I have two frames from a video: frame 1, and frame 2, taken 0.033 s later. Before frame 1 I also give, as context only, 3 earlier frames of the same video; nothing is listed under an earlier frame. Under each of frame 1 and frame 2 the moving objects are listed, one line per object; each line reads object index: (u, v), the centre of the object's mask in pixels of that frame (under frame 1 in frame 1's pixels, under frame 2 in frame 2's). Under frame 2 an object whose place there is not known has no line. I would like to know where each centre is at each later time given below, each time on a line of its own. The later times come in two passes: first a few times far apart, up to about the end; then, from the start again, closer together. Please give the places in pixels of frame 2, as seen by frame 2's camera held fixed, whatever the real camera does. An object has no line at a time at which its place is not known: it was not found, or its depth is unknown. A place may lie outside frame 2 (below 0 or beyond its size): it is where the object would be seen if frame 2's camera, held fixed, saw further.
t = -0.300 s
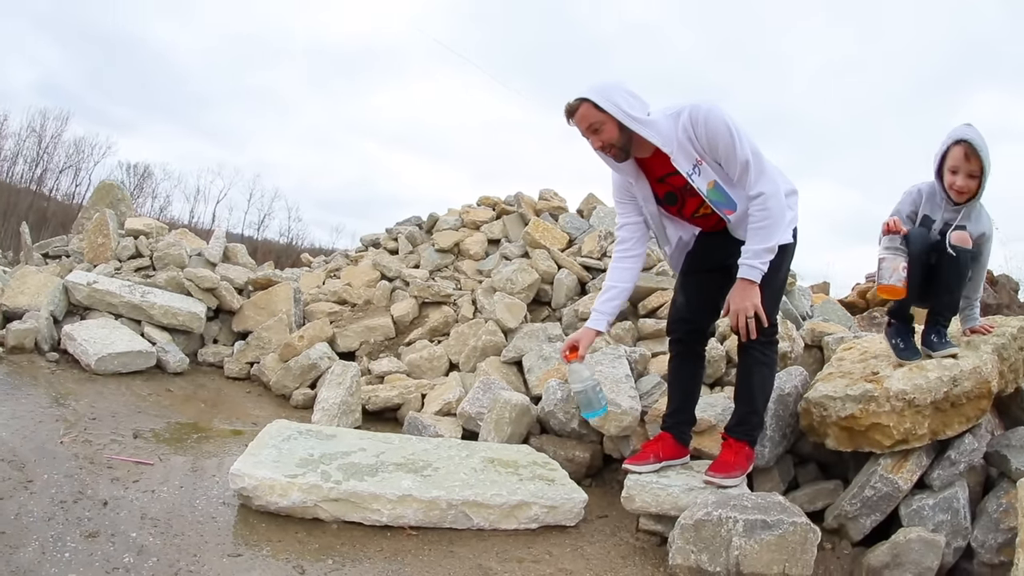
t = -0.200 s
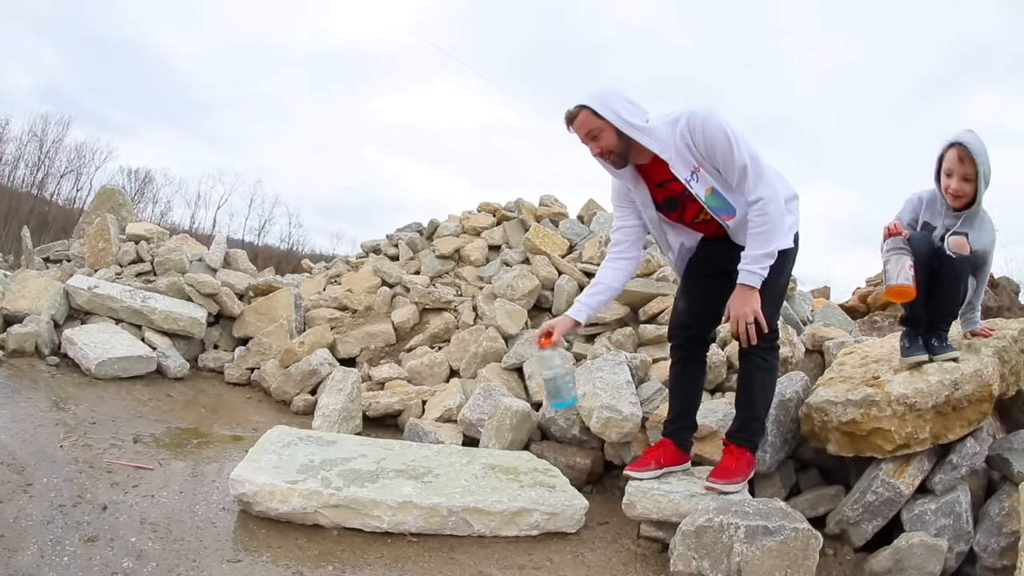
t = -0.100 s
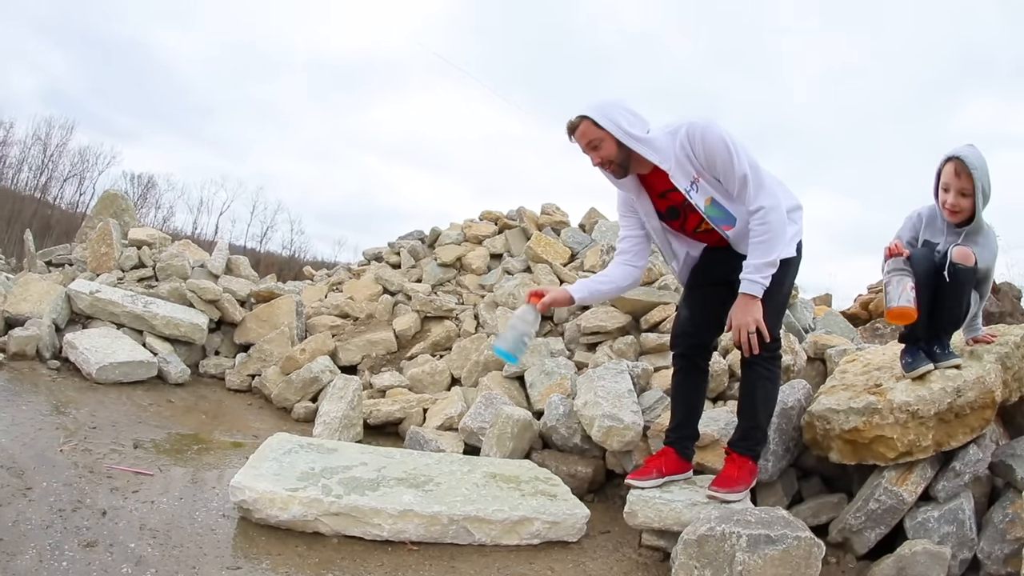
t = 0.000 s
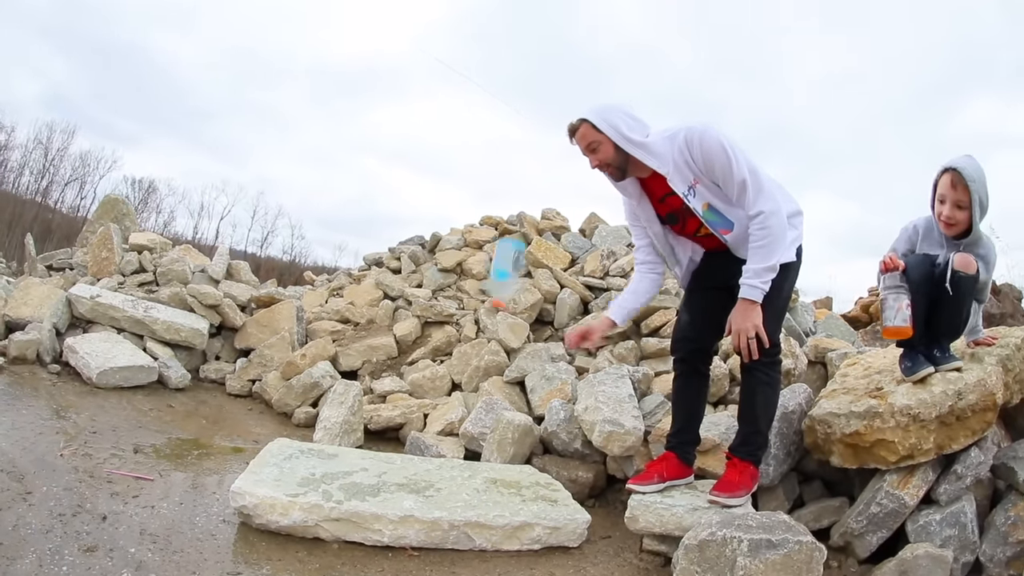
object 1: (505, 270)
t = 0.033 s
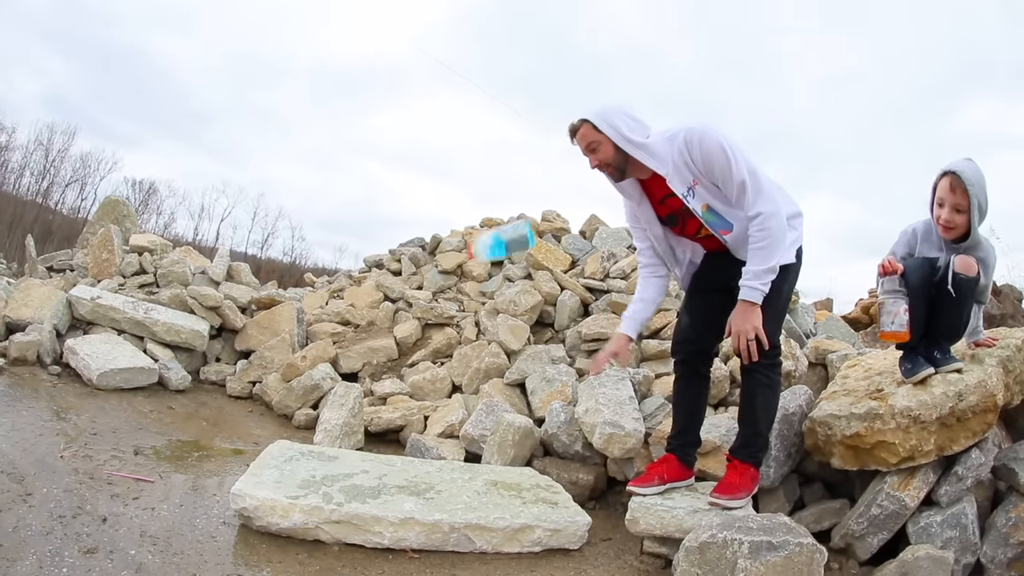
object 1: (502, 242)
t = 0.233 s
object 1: (514, 179)
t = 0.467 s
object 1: (499, 252)
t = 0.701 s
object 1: (469, 450)
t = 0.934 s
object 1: (496, 472)
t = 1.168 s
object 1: (502, 475)
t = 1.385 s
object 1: (502, 475)
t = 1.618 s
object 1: (498, 476)
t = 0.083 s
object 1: (508, 211)
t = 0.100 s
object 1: (509, 204)
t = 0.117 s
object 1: (511, 198)
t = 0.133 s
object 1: (512, 193)
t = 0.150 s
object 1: (513, 188)
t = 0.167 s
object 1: (514, 185)
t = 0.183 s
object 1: (514, 183)
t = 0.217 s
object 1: (514, 179)
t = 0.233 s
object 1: (514, 179)
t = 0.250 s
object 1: (514, 179)
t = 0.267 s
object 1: (514, 180)
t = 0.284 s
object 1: (514, 183)
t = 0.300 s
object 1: (513, 185)
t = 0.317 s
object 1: (511, 188)
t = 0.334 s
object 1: (510, 192)
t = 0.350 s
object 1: (509, 197)
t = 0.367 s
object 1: (508, 203)
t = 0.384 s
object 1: (507, 210)
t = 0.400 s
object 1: (505, 216)
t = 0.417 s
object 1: (504, 224)
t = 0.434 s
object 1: (502, 233)
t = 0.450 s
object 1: (501, 242)
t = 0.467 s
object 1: (499, 252)
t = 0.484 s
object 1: (497, 262)
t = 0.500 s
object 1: (494, 275)
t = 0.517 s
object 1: (492, 287)
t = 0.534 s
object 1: (489, 301)
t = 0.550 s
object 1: (487, 315)
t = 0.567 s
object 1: (483, 331)
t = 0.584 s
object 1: (482, 348)
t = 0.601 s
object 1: (479, 365)
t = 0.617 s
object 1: (476, 384)
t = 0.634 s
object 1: (473, 402)
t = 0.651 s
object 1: (470, 423)
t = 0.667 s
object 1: (467, 445)
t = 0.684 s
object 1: (467, 452)
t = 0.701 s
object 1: (469, 450)
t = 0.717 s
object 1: (472, 449)
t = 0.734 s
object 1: (475, 450)
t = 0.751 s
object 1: (478, 451)
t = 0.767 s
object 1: (480, 453)
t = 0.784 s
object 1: (481, 455)
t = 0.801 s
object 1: (483, 458)
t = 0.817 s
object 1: (484, 462)
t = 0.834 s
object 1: (485, 466)
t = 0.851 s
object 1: (487, 471)
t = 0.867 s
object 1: (490, 472)
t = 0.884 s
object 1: (493, 472)
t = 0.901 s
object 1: (494, 471)
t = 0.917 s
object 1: (495, 472)
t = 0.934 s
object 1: (496, 472)
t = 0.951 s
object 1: (498, 473)
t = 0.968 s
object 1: (499, 474)
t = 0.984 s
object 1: (500, 475)
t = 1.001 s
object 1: (501, 475)
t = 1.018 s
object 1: (501, 475)
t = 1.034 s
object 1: (501, 475)
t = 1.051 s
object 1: (501, 475)
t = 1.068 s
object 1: (502, 475)
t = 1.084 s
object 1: (502, 475)
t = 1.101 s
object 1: (502, 475)
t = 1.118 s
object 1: (502, 475)
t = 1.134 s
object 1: (502, 475)
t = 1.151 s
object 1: (502, 475)
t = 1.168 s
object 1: (502, 475)
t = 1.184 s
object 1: (503, 475)
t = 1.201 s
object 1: (503, 474)
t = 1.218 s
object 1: (503, 474)
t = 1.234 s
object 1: (504, 474)
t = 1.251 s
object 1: (504, 474)
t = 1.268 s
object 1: (504, 474)
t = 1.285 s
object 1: (503, 474)
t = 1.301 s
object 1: (503, 474)
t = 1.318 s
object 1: (503, 474)
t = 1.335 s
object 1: (503, 475)
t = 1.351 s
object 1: (502, 475)
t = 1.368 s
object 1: (502, 475)
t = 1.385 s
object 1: (502, 475)
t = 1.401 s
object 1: (502, 475)
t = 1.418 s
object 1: (501, 475)
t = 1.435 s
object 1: (501, 475)
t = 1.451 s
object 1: (501, 475)
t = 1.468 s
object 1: (501, 475)
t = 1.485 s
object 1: (501, 475)
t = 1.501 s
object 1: (500, 475)
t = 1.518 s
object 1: (500, 475)
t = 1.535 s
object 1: (500, 475)
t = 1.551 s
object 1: (500, 475)
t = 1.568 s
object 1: (499, 475)
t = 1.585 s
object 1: (499, 475)
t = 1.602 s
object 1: (498, 475)
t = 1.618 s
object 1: (498, 476)
